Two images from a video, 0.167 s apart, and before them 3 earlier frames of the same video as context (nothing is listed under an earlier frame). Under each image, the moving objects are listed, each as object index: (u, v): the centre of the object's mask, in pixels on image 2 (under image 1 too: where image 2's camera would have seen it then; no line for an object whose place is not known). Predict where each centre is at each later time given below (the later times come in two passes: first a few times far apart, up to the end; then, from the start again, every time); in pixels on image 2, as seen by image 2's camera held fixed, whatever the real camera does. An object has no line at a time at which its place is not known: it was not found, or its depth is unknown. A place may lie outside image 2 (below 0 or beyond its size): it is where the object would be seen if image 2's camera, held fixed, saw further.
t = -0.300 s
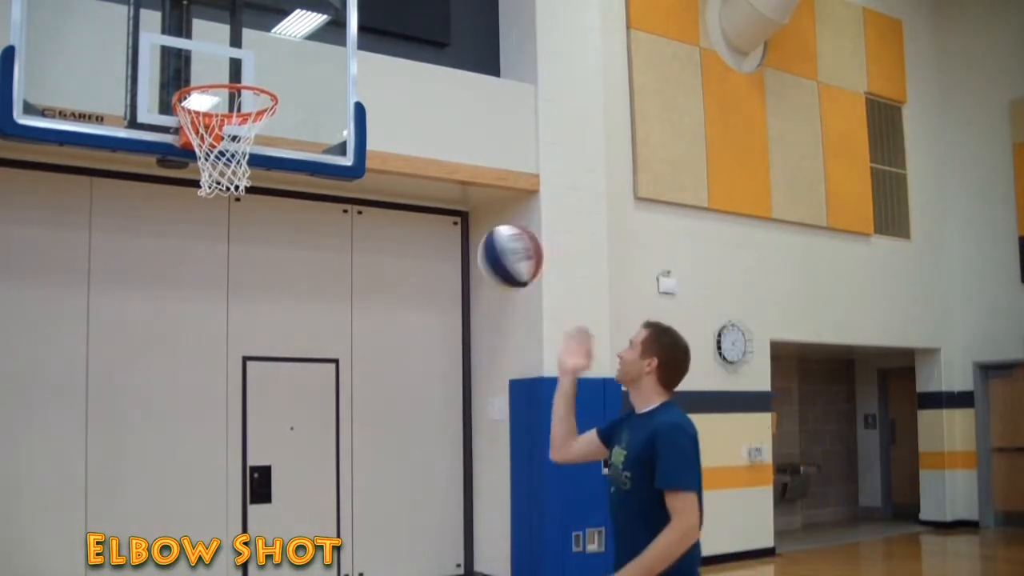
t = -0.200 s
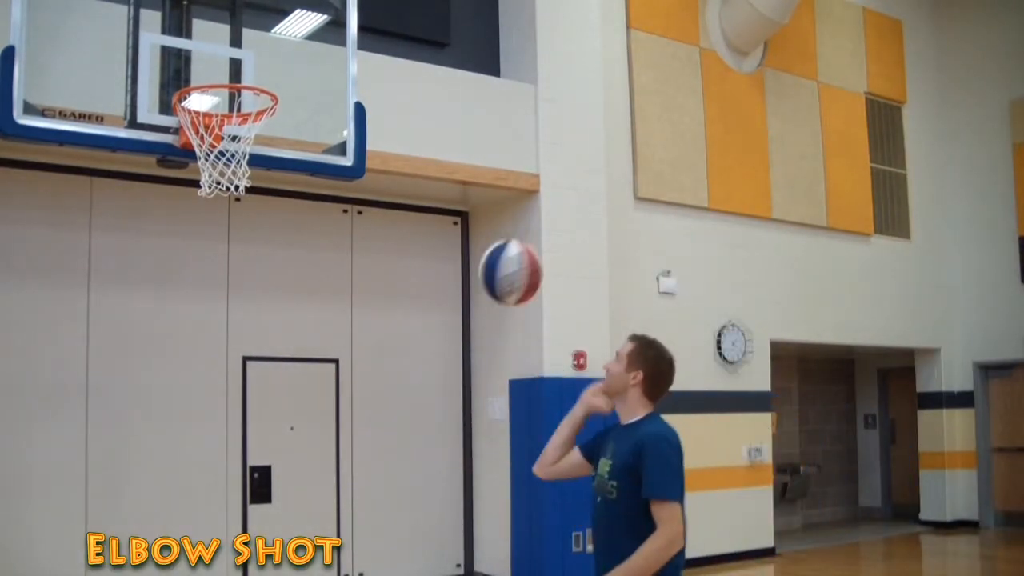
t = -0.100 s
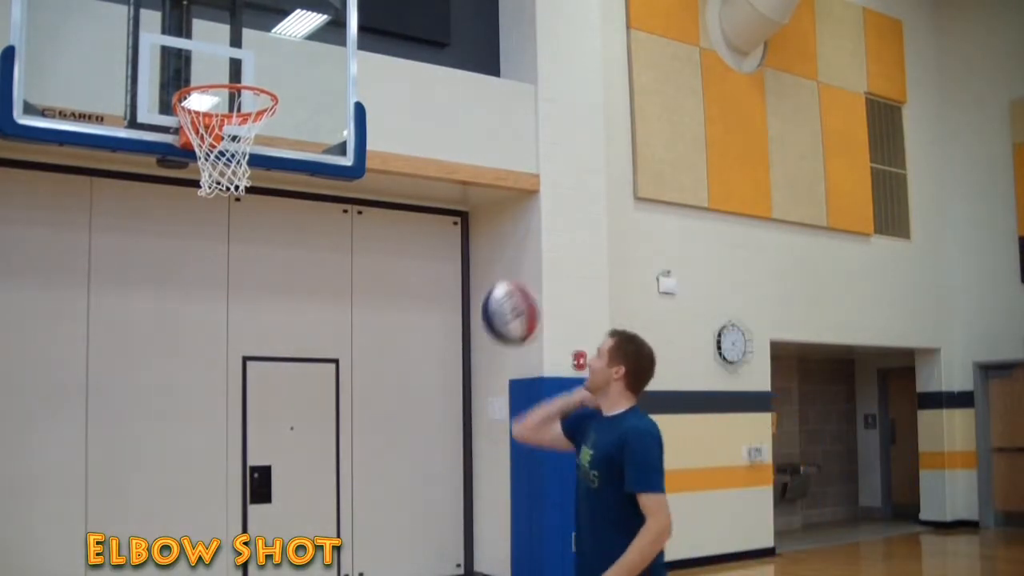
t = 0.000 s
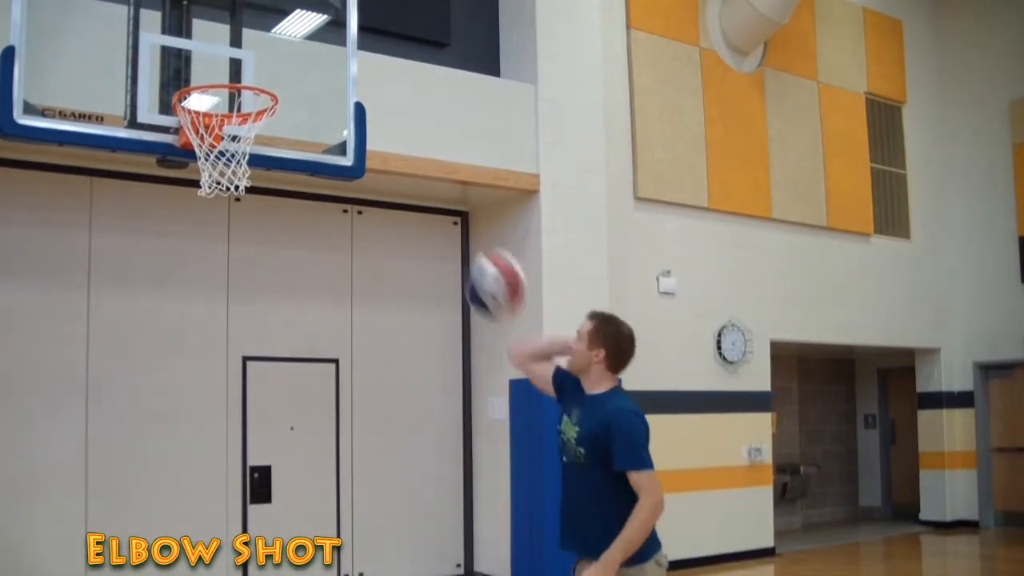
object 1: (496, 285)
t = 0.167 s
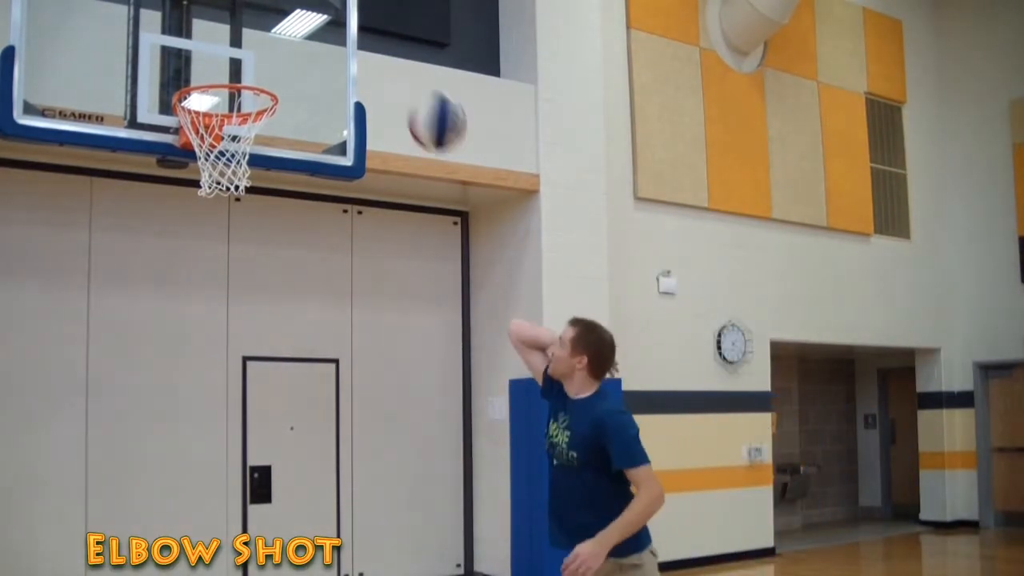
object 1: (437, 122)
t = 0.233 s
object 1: (416, 79)
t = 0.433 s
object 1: (358, 18)
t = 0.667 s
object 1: (297, 46)
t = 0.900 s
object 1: (248, 54)
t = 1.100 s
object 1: (211, 91)
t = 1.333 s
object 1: (245, 78)
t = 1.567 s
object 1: (248, 87)
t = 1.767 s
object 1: (214, 92)
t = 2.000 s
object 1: (221, 98)
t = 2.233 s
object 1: (255, 155)
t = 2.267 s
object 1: (253, 160)
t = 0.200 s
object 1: (426, 98)
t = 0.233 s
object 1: (416, 79)
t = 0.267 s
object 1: (406, 60)
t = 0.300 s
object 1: (396, 46)
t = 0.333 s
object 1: (385, 33)
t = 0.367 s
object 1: (377, 26)
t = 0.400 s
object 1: (368, 22)
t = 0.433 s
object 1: (358, 18)
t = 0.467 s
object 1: (350, 17)
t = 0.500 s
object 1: (341, 17)
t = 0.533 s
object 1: (331, 18)
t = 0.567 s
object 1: (322, 21)
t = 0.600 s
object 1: (315, 25)
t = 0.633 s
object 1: (306, 33)
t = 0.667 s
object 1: (297, 46)
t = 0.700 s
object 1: (288, 59)
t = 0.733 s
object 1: (281, 73)
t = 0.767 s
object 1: (274, 69)
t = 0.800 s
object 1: (268, 63)
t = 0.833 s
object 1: (261, 59)
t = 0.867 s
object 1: (255, 55)
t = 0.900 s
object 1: (248, 54)
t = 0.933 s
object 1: (243, 56)
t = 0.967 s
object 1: (235, 59)
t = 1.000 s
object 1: (229, 63)
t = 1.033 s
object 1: (221, 70)
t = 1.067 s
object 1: (216, 83)
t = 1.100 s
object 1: (211, 91)
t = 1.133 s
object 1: (206, 88)
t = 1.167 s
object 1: (204, 85)
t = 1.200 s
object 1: (203, 84)
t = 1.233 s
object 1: (213, 79)
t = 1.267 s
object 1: (225, 77)
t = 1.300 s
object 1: (236, 78)
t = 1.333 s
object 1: (245, 78)
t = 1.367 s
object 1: (254, 73)
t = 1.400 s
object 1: (257, 74)
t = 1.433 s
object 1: (258, 82)
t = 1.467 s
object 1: (258, 75)
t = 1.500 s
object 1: (254, 80)
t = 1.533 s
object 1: (252, 85)
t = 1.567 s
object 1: (248, 87)
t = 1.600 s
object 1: (244, 87)
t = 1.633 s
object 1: (239, 89)
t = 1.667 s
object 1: (233, 90)
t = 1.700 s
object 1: (225, 91)
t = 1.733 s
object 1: (219, 92)
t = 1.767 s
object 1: (214, 92)
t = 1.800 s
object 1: (209, 92)
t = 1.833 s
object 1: (204, 92)
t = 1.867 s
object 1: (202, 91)
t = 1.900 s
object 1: (202, 91)
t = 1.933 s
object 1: (205, 93)
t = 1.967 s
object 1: (211, 95)
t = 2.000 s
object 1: (221, 98)
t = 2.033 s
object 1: (229, 104)
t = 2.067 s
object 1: (235, 112)
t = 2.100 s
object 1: (243, 119)
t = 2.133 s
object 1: (250, 130)
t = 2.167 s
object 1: (251, 141)
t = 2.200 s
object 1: (256, 147)
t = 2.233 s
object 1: (255, 155)
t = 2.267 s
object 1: (253, 160)
